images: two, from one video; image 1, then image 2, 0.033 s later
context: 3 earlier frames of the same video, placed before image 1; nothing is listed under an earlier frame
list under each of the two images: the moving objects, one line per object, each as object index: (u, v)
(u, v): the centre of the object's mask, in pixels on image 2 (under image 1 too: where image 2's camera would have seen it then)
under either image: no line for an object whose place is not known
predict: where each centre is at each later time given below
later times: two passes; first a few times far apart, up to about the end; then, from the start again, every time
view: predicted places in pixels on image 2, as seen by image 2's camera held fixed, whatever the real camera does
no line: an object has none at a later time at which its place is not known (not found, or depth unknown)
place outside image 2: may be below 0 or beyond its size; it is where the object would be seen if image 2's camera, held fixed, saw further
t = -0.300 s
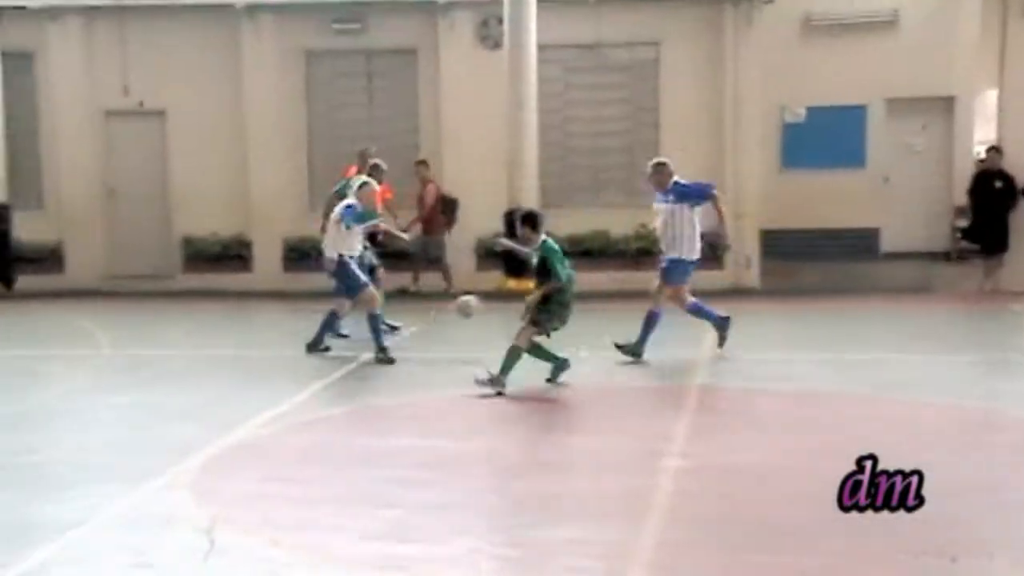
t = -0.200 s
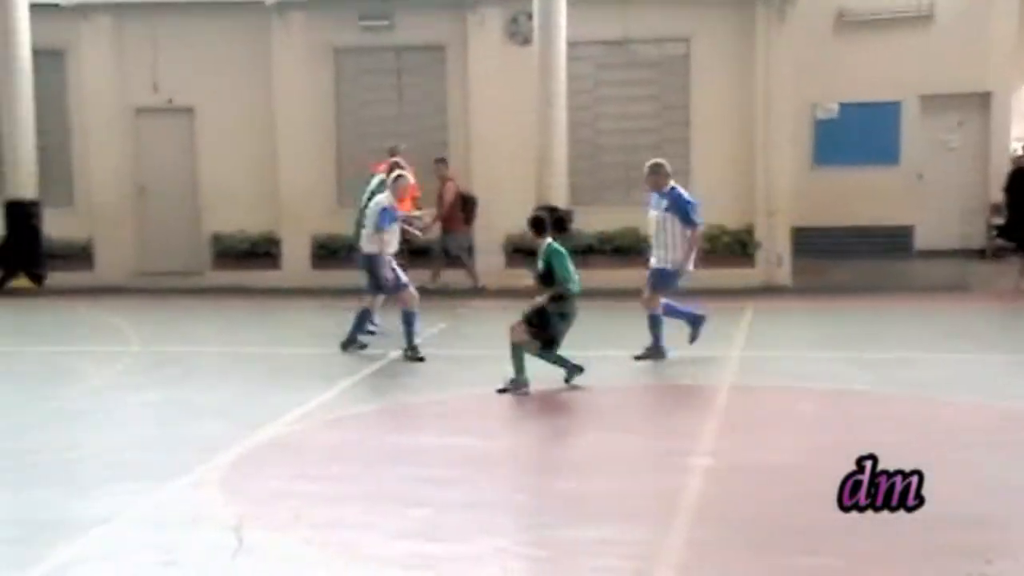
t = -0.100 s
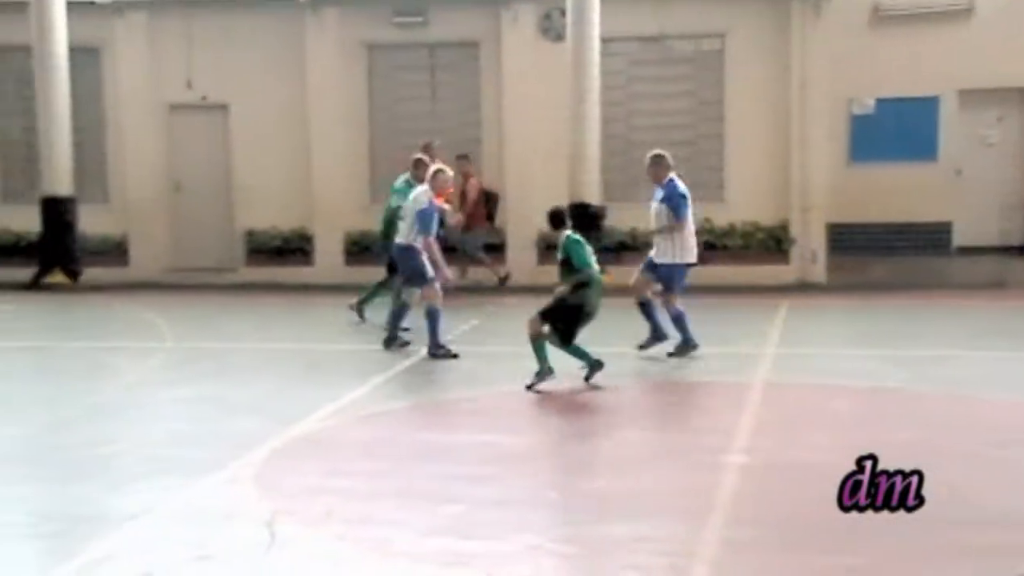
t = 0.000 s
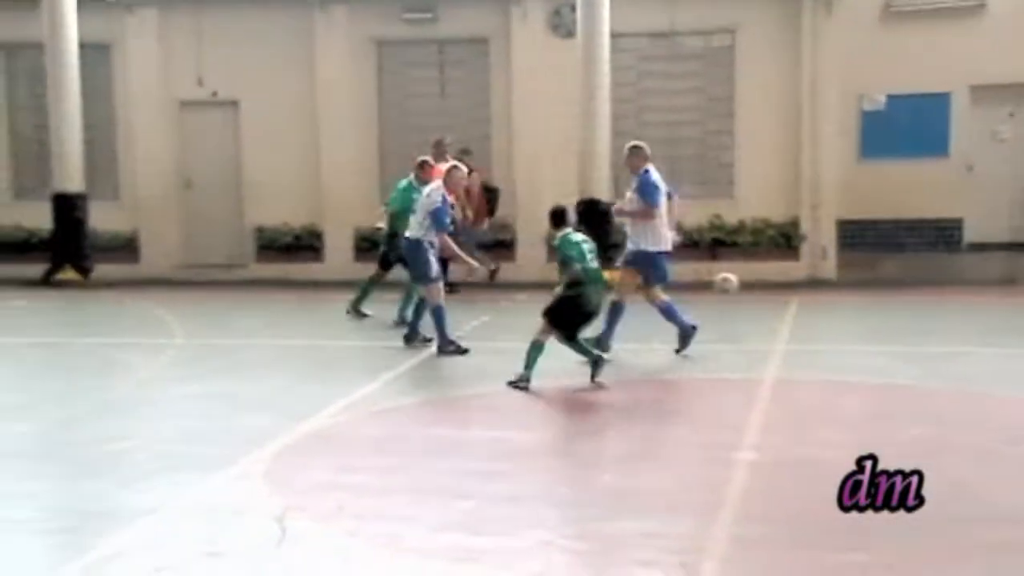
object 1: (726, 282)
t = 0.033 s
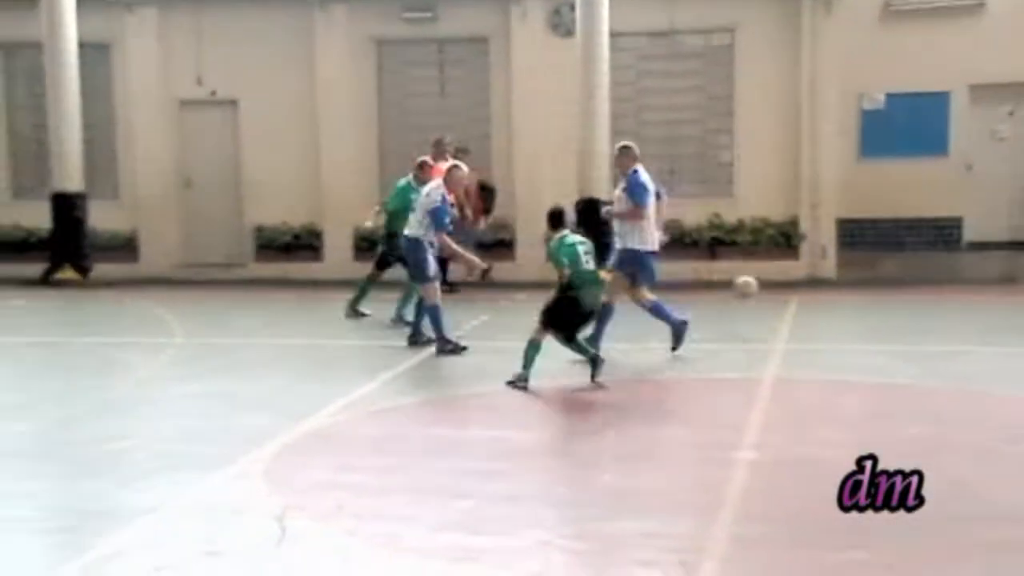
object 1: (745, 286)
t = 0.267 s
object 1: (861, 306)
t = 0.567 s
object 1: (960, 311)
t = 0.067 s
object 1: (765, 292)
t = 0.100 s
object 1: (785, 300)
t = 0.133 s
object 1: (805, 309)
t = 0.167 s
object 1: (825, 320)
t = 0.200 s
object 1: (839, 317)
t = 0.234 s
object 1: (850, 310)
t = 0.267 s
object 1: (861, 306)
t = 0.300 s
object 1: (872, 303)
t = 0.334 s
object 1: (884, 302)
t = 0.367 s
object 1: (895, 302)
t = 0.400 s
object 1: (906, 302)
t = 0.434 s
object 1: (916, 304)
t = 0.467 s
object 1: (927, 308)
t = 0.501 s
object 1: (938, 312)
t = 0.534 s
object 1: (949, 313)
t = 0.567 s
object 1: (960, 311)
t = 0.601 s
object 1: (970, 310)
